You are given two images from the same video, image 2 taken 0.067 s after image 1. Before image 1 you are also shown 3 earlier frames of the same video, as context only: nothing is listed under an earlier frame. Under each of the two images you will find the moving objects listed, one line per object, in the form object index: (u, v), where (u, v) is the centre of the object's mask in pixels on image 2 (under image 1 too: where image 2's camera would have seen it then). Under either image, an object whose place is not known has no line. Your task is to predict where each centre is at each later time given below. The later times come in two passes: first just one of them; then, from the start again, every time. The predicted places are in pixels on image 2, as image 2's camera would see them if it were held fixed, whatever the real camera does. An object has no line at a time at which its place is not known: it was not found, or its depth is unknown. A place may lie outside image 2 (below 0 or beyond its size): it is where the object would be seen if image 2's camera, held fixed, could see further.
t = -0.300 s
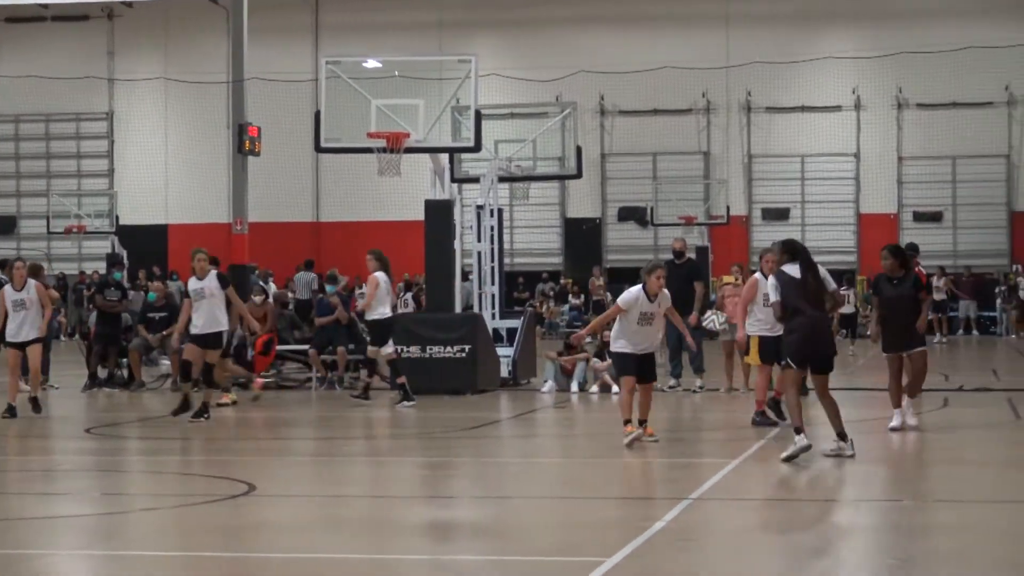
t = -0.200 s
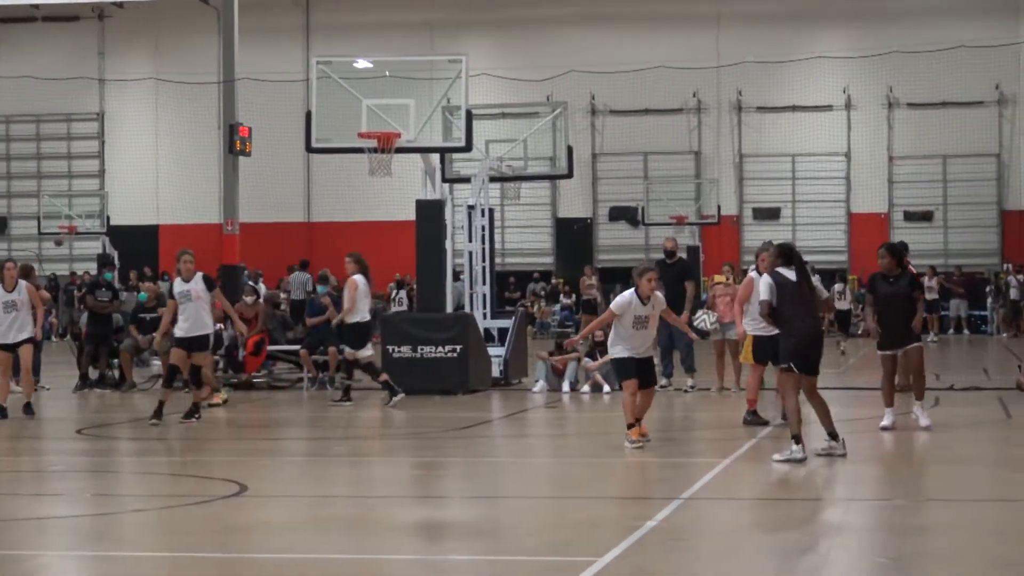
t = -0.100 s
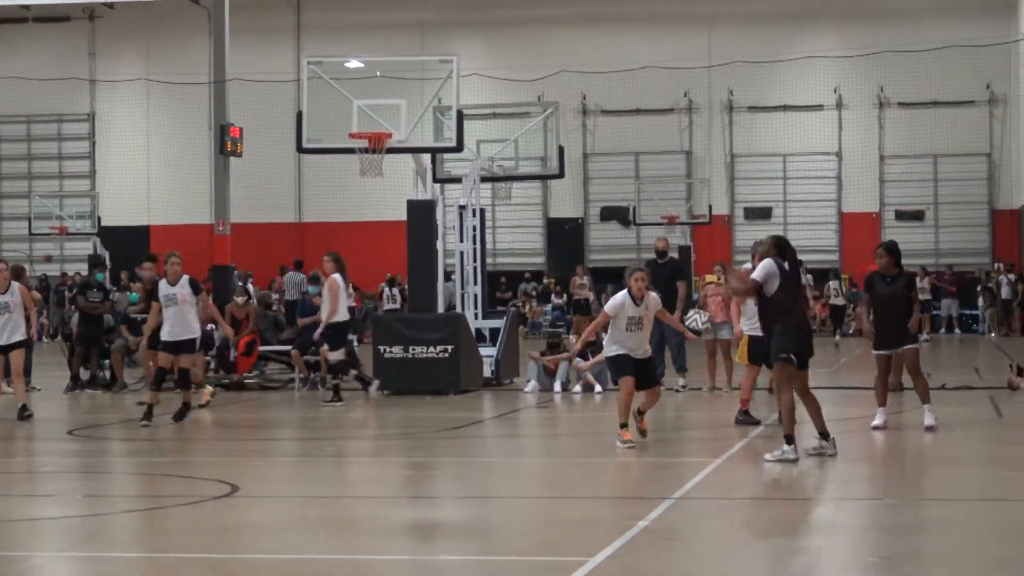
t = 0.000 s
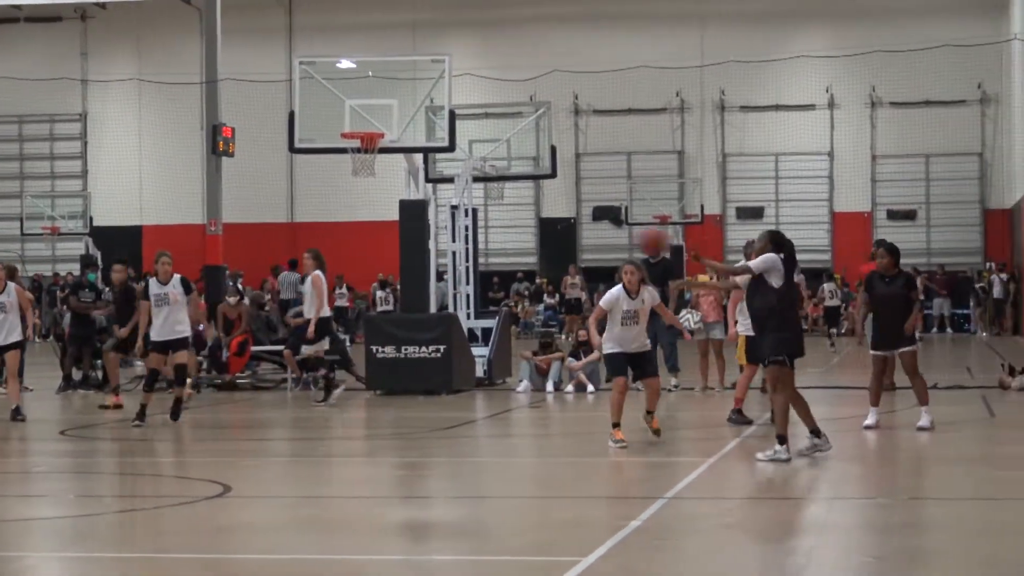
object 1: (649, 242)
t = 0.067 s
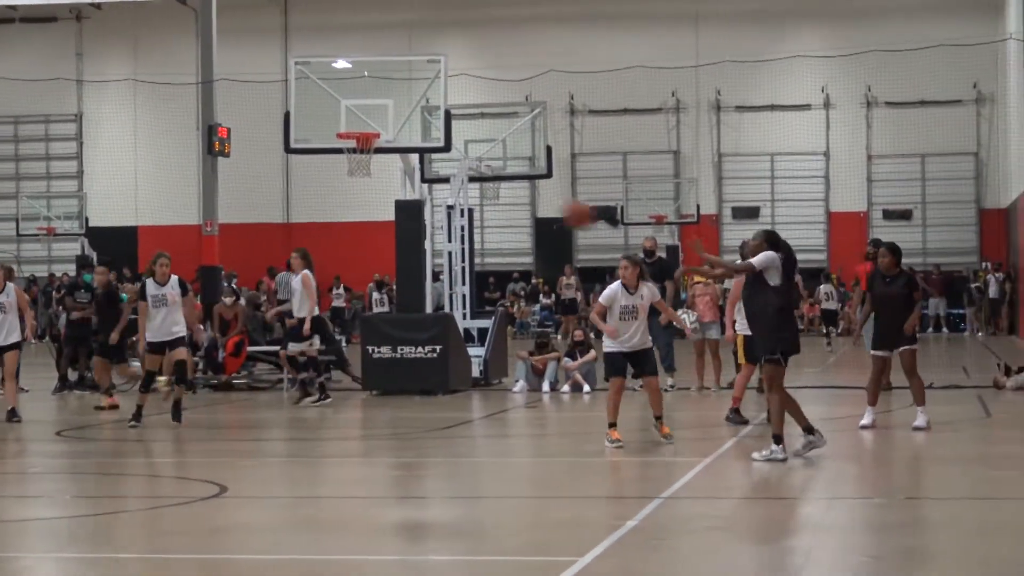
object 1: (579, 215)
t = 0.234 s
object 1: (403, 173)
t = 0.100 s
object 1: (543, 203)
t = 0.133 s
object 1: (507, 192)
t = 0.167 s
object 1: (476, 184)
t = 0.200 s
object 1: (438, 178)
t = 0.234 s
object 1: (403, 173)
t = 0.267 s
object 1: (369, 168)
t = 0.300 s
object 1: (335, 166)
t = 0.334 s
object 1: (303, 165)
